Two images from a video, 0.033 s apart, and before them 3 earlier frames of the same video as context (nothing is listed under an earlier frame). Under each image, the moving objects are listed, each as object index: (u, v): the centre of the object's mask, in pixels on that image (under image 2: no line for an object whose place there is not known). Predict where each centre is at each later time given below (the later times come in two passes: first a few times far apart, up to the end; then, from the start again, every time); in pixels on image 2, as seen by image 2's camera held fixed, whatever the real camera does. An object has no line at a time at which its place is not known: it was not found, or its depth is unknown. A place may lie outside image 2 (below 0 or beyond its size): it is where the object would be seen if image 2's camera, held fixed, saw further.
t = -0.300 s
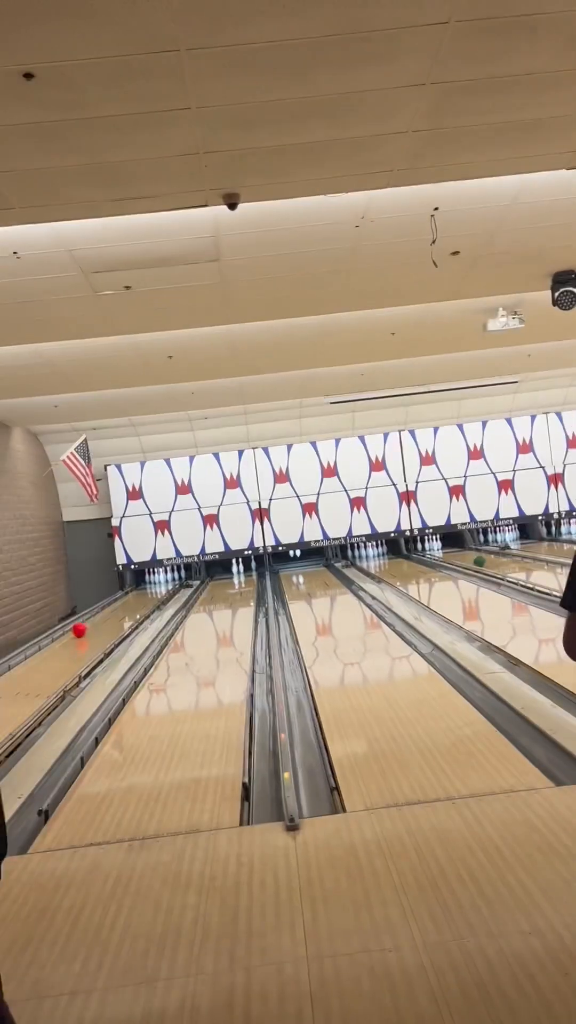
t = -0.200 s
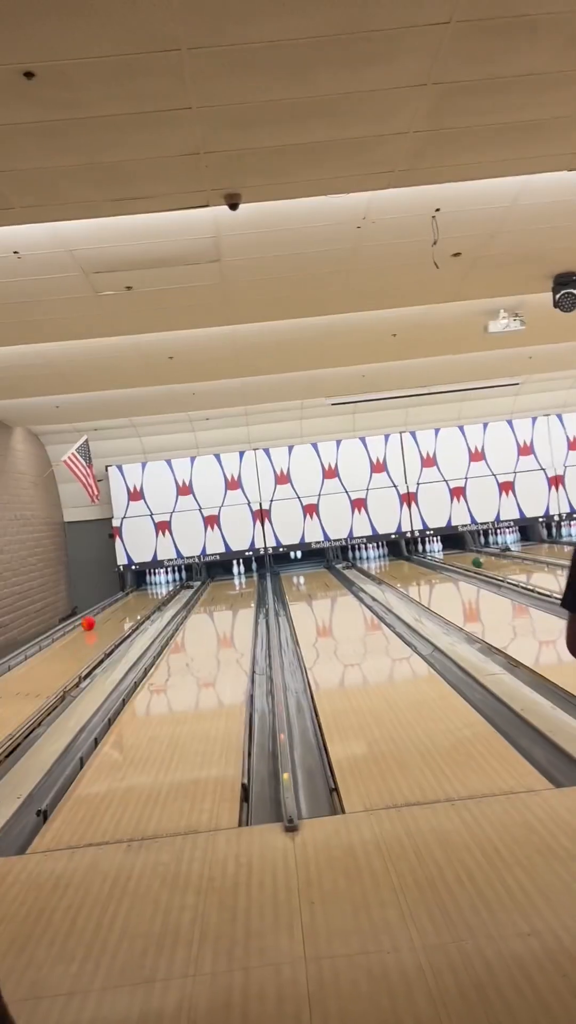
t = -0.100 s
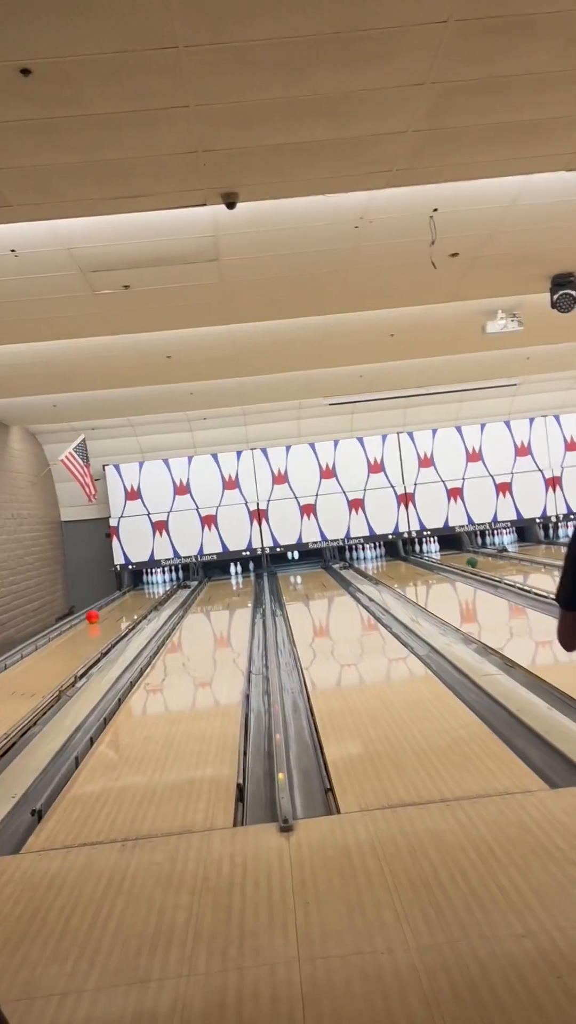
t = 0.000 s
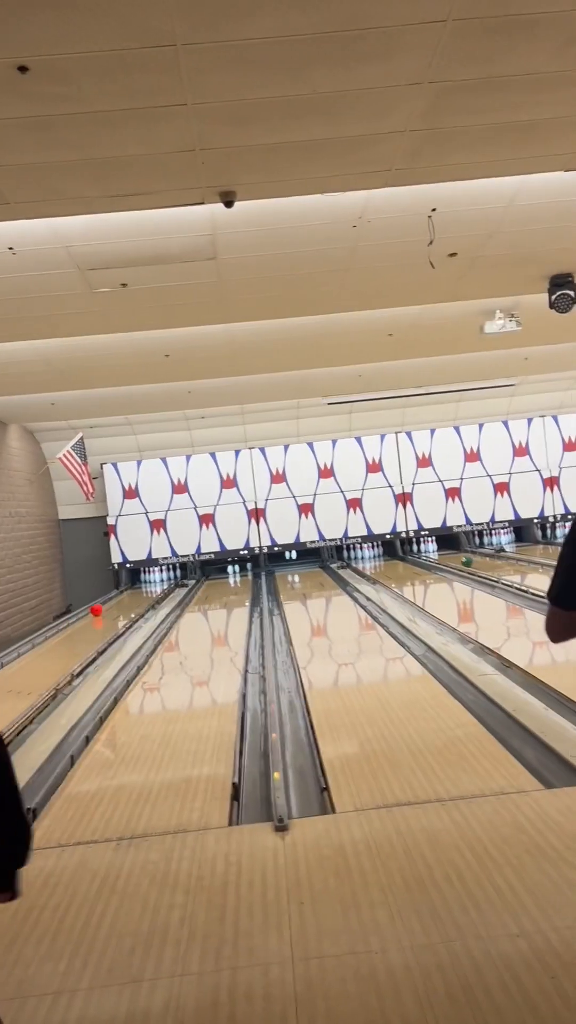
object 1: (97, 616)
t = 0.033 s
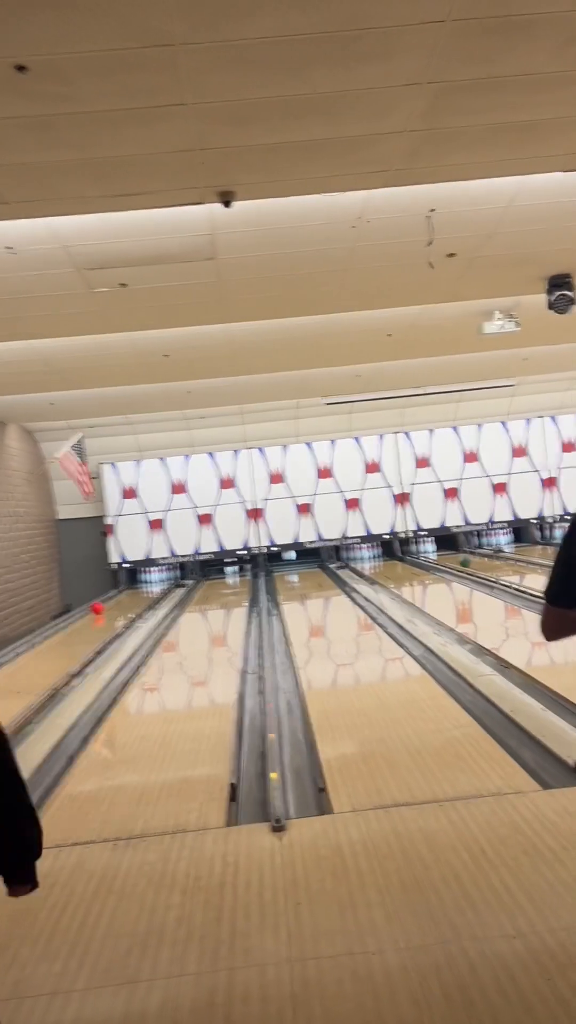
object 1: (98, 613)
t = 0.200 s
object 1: (107, 605)
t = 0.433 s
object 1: (118, 597)
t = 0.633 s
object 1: (130, 585)
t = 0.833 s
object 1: (140, 580)
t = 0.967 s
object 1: (142, 578)
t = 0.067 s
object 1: (100, 612)
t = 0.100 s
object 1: (101, 610)
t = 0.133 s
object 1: (103, 609)
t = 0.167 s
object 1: (105, 607)
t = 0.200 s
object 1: (107, 605)
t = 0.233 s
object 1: (109, 604)
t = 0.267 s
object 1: (111, 602)
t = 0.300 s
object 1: (112, 600)
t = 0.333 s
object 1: (114, 600)
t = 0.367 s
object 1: (115, 599)
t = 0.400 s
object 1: (116, 597)
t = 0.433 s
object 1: (118, 597)
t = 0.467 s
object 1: (120, 595)
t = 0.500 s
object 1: (122, 589)
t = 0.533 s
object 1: (124, 588)
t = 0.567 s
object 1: (126, 587)
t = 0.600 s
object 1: (128, 586)
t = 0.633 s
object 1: (130, 585)
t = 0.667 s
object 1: (132, 584)
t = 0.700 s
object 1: (134, 584)
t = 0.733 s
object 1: (135, 583)
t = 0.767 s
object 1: (136, 582)
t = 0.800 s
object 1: (139, 580)
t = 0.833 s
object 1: (140, 580)
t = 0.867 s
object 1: (142, 579)
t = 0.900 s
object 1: (142, 579)
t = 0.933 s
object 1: (142, 578)
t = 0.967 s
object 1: (142, 578)
